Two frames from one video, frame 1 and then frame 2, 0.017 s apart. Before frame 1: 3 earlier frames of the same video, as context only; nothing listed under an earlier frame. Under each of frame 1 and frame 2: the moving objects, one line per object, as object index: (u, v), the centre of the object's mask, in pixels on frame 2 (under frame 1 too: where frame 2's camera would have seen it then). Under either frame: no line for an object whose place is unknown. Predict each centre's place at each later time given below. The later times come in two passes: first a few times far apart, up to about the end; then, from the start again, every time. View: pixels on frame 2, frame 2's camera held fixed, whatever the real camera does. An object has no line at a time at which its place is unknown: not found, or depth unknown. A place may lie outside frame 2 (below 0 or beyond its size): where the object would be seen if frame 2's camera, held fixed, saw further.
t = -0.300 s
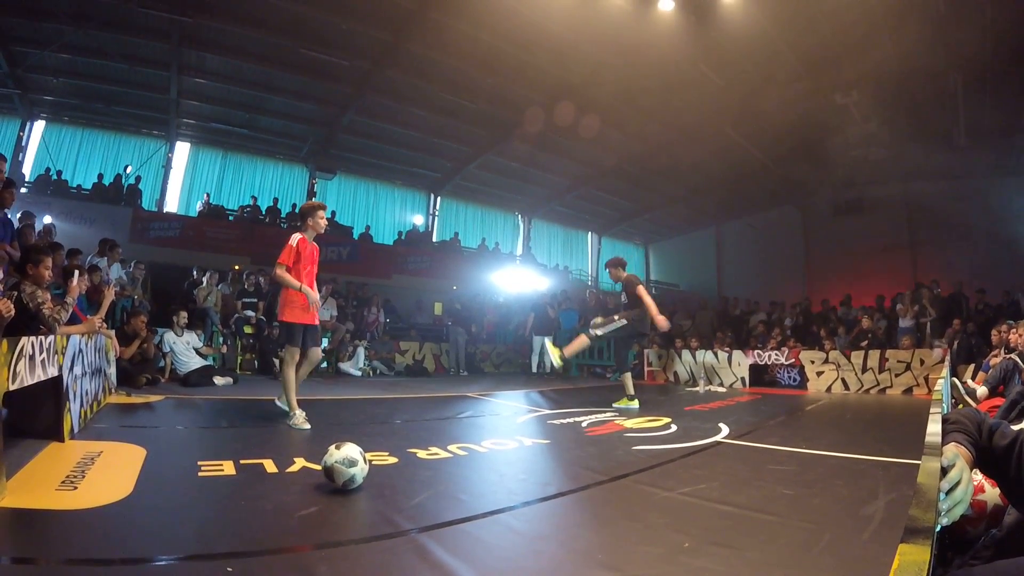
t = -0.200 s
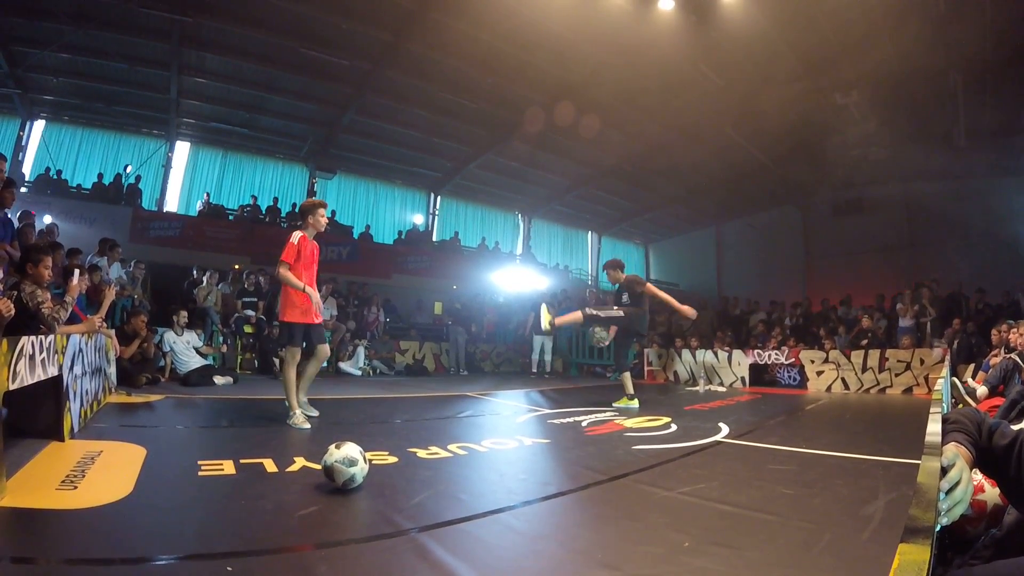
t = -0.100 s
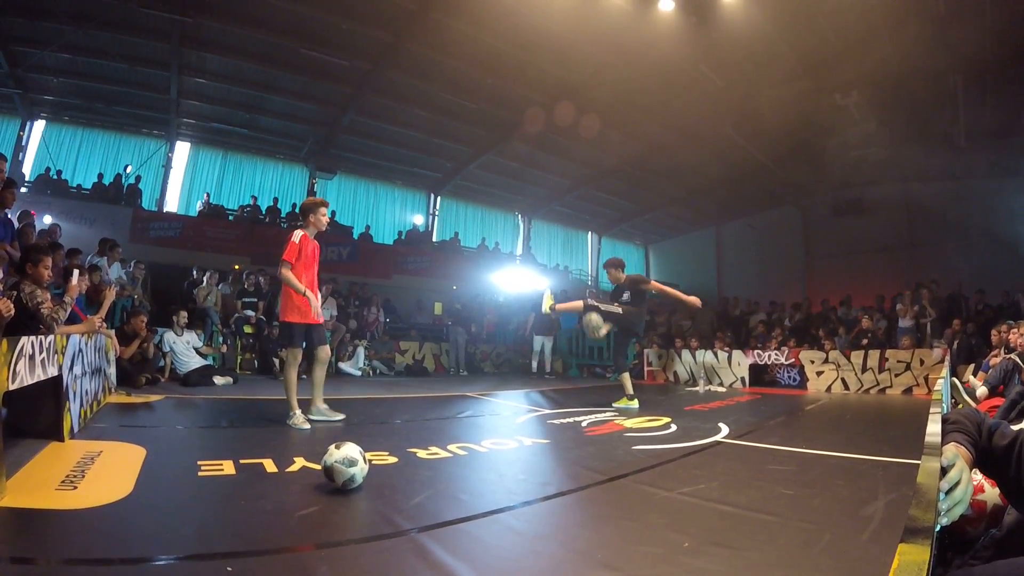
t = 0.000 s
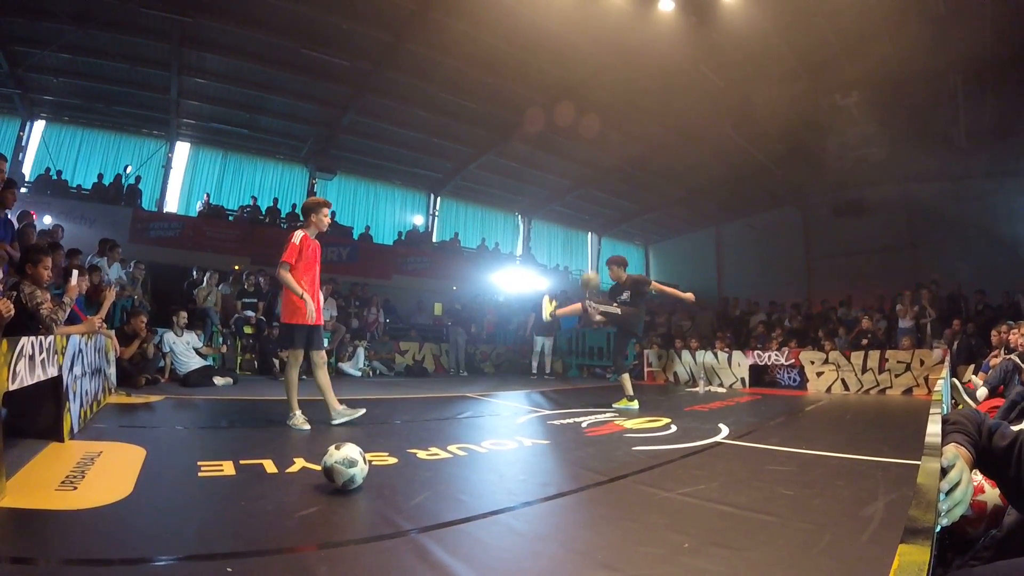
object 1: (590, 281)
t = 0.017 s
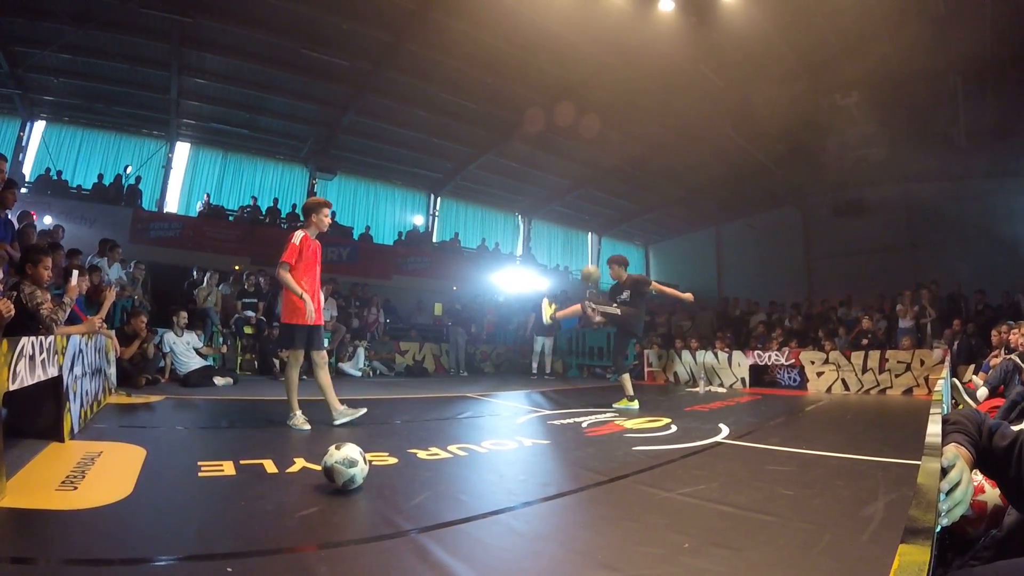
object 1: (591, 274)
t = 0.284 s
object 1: (590, 203)
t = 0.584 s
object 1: (590, 200)
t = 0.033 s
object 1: (591, 268)
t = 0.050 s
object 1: (591, 261)
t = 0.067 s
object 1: (591, 255)
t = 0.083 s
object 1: (591, 250)
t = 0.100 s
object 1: (591, 244)
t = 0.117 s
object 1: (591, 239)
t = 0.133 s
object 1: (591, 234)
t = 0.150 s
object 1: (591, 230)
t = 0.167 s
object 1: (590, 225)
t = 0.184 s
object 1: (591, 222)
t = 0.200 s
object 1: (591, 218)
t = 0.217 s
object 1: (591, 214)
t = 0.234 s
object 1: (590, 211)
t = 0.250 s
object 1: (590, 208)
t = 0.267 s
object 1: (590, 205)
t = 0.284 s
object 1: (590, 203)
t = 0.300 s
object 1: (590, 201)
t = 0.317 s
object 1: (590, 200)
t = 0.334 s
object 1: (590, 198)
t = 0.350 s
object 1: (590, 197)
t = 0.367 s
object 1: (590, 196)
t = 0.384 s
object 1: (590, 195)
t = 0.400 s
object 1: (590, 194)
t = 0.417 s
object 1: (590, 194)
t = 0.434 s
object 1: (590, 194)
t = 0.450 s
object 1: (590, 194)
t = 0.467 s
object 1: (590, 194)
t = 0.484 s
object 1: (590, 194)
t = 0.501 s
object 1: (590, 195)
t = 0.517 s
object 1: (590, 196)
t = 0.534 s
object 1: (590, 196)
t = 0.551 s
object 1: (590, 197)
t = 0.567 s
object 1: (590, 198)
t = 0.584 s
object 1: (590, 200)
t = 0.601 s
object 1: (590, 202)
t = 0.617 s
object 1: (590, 204)
